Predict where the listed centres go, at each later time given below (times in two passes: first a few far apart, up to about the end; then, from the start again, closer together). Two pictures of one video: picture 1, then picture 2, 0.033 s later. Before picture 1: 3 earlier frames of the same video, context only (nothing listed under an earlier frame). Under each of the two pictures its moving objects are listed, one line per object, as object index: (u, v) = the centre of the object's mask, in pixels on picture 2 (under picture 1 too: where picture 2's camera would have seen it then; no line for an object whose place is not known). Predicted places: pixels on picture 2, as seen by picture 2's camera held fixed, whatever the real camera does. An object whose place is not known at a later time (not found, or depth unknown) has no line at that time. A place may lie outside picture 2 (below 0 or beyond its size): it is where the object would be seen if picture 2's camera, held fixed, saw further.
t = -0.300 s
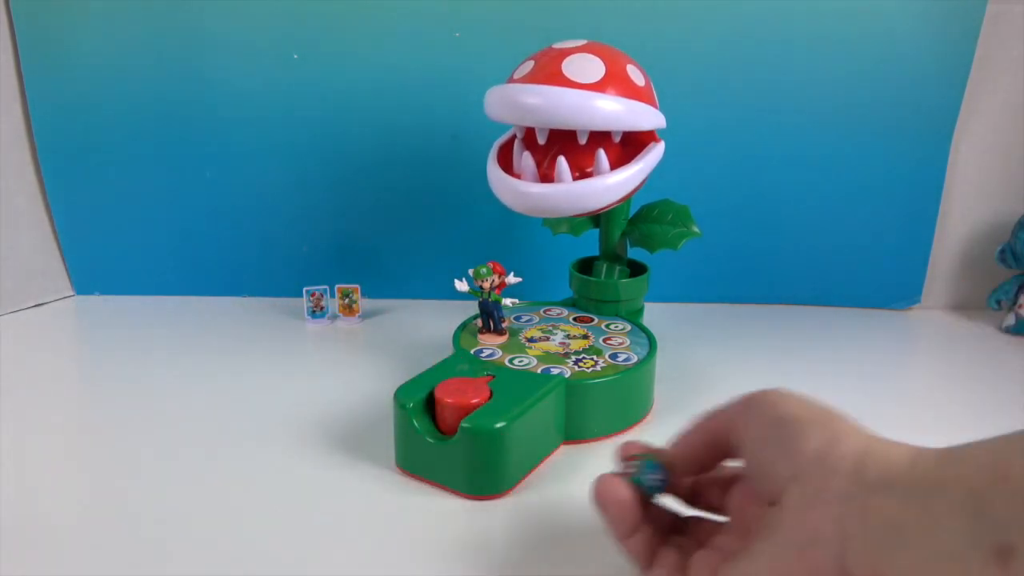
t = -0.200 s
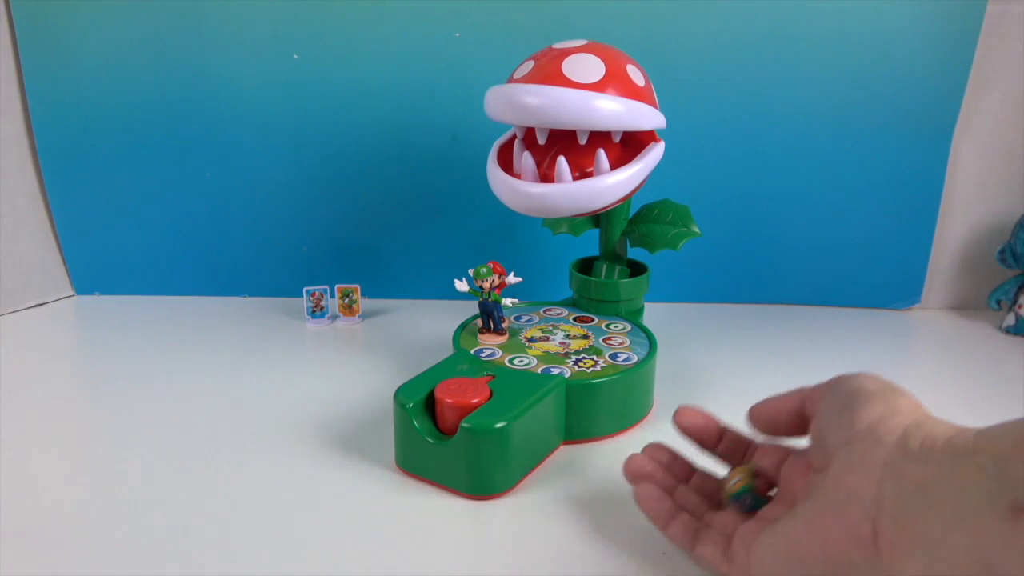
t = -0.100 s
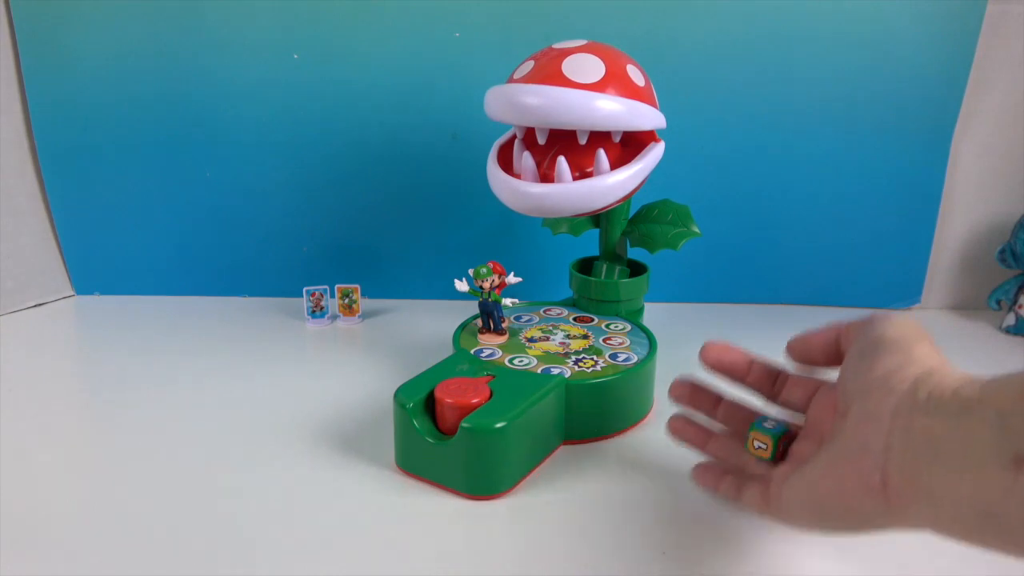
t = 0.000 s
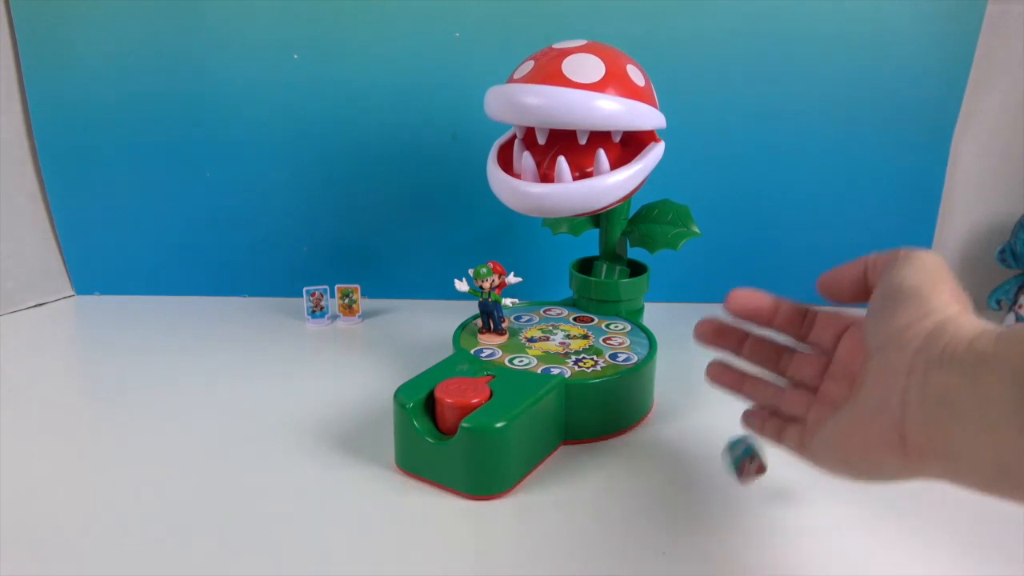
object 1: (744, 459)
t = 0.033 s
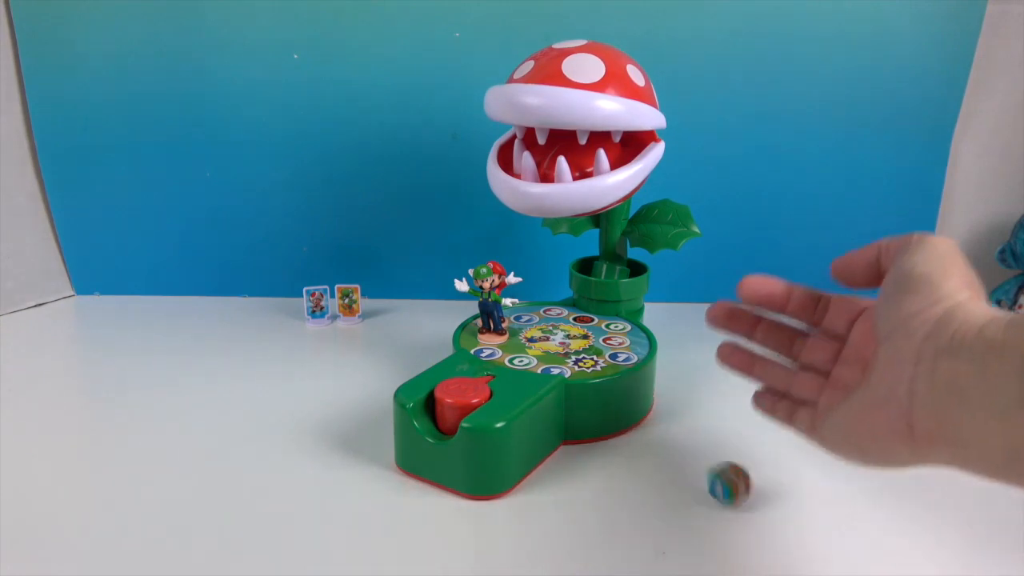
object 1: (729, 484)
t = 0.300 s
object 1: (631, 457)
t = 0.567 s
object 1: (572, 449)
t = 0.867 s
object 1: (571, 452)
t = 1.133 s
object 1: (571, 452)
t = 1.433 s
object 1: (571, 451)
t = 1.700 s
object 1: (571, 451)
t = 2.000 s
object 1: (572, 451)
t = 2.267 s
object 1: (571, 451)
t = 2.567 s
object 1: (571, 451)
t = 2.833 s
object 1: (571, 451)
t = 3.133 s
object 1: (571, 451)
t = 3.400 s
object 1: (571, 451)
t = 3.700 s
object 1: (572, 451)
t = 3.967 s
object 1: (572, 451)
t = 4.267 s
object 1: (571, 451)
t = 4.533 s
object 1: (572, 451)
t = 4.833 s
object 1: (572, 451)
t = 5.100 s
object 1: (573, 452)
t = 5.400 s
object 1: (572, 451)
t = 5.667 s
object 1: (572, 451)
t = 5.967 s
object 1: (572, 451)
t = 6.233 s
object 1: (572, 451)
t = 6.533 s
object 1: (572, 451)
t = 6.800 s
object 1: (572, 452)
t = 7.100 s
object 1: (572, 451)
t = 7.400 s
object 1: (572, 451)
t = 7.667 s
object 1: (572, 451)
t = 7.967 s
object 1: (572, 451)
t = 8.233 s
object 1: (572, 451)
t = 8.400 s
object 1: (572, 451)
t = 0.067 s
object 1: (716, 468)
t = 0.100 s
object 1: (701, 470)
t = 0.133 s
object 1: (686, 475)
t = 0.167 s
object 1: (674, 468)
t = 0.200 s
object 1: (663, 459)
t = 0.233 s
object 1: (652, 456)
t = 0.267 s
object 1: (642, 457)
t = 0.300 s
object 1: (631, 457)
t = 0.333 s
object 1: (622, 455)
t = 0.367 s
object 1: (613, 451)
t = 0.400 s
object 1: (604, 449)
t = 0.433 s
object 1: (594, 450)
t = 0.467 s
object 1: (587, 449)
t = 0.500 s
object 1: (580, 448)
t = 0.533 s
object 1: (575, 449)
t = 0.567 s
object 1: (572, 449)
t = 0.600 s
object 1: (570, 449)
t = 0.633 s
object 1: (570, 451)
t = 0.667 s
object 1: (571, 451)
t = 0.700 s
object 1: (572, 452)
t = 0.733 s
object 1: (572, 452)
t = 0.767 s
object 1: (571, 451)
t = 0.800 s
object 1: (571, 452)
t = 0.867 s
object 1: (571, 452)
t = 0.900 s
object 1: (571, 452)
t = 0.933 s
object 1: (572, 452)
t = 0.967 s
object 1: (571, 451)
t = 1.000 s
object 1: (571, 451)
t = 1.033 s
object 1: (571, 452)
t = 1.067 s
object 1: (571, 452)
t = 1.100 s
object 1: (571, 451)
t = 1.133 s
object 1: (571, 452)
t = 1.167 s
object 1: (571, 452)
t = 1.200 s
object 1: (571, 452)
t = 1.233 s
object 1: (571, 452)
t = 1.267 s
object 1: (571, 452)
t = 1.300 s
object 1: (571, 452)
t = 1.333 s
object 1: (571, 452)
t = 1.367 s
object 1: (571, 451)
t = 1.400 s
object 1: (571, 451)
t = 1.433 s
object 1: (571, 451)
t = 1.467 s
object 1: (571, 451)
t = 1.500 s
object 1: (572, 451)
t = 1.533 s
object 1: (572, 451)
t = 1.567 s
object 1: (571, 452)
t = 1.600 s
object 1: (571, 452)
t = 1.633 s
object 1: (571, 452)
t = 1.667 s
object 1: (571, 451)
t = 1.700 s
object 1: (571, 451)
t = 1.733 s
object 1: (571, 452)
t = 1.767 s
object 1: (571, 451)
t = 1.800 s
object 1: (571, 451)
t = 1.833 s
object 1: (571, 451)
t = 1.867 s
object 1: (571, 451)
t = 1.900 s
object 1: (571, 451)
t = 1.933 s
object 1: (571, 451)
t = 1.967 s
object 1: (571, 451)
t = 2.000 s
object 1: (572, 451)
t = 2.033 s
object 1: (571, 451)
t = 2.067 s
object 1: (571, 451)
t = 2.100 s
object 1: (571, 451)
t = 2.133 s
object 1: (571, 451)
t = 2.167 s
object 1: (571, 451)
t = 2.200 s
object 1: (571, 451)
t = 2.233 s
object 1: (571, 451)
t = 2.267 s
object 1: (571, 451)
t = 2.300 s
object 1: (571, 451)
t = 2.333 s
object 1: (571, 451)
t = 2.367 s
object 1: (571, 451)
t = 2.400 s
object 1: (571, 451)
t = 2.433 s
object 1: (571, 451)
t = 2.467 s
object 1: (571, 451)
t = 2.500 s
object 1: (571, 451)
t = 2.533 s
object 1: (571, 451)
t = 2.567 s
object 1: (571, 451)
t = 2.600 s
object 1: (571, 451)
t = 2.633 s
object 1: (571, 451)
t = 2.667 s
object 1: (571, 451)
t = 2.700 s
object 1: (571, 451)
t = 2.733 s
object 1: (571, 451)
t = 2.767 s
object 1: (571, 451)
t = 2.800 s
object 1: (571, 451)
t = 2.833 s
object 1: (571, 451)
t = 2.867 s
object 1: (571, 451)
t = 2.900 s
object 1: (571, 451)
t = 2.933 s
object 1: (572, 451)
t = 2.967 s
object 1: (572, 451)
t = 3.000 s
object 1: (571, 451)
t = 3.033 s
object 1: (571, 451)
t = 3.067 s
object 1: (571, 451)
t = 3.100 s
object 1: (571, 451)
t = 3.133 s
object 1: (571, 451)
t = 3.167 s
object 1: (571, 451)
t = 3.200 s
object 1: (571, 451)
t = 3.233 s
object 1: (571, 451)
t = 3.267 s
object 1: (572, 451)
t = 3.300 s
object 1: (571, 451)
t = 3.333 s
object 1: (572, 451)
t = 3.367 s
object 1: (571, 451)
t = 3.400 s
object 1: (571, 451)
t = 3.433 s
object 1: (572, 451)
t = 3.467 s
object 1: (572, 451)
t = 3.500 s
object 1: (572, 451)
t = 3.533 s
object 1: (571, 451)
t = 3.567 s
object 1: (572, 451)
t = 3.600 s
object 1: (571, 451)
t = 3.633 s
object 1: (571, 451)
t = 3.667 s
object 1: (572, 451)
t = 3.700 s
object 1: (572, 451)
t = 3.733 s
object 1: (572, 451)
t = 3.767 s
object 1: (571, 451)
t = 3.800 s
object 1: (571, 451)
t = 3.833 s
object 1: (571, 451)
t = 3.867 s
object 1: (571, 451)
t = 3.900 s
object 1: (572, 451)
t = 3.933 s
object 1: (571, 451)
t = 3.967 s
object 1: (572, 451)
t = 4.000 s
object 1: (571, 451)
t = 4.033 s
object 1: (571, 451)
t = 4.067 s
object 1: (571, 451)
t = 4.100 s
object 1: (571, 451)
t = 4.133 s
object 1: (571, 451)
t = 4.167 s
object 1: (572, 451)
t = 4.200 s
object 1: (572, 451)
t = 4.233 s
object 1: (572, 451)
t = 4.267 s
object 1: (571, 451)
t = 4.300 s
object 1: (571, 451)
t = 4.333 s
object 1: (571, 451)
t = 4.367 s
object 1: (571, 451)
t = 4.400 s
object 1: (571, 451)
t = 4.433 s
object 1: (571, 451)
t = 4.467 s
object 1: (571, 451)
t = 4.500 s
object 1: (571, 451)
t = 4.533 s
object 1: (572, 451)
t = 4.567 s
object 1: (571, 451)
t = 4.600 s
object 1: (571, 451)
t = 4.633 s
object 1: (571, 451)
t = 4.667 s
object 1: (571, 451)
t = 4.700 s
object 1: (571, 451)
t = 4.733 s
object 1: (571, 451)
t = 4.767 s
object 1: (571, 451)
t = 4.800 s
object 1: (572, 451)
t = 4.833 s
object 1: (572, 451)
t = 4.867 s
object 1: (571, 451)
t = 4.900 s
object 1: (572, 451)
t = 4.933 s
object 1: (572, 451)
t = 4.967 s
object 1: (572, 451)
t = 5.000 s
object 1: (572, 451)
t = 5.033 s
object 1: (574, 451)
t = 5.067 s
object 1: (574, 452)
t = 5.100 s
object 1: (573, 452)
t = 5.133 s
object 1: (572, 452)
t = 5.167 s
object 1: (572, 451)
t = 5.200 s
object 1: (572, 451)
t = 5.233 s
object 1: (572, 451)
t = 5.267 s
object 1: (572, 451)
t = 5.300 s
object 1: (572, 451)
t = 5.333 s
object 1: (572, 451)
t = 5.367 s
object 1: (572, 451)
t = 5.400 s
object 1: (572, 451)
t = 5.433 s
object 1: (572, 451)
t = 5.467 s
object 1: (572, 451)
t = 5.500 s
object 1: (572, 451)
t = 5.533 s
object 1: (572, 451)
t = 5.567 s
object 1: (572, 451)
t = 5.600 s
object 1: (572, 451)
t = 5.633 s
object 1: (572, 451)
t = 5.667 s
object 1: (572, 451)
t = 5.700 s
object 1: (572, 451)
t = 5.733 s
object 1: (572, 451)
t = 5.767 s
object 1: (572, 451)
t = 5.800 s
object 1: (572, 451)
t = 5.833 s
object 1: (572, 451)
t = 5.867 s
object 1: (572, 451)
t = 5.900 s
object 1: (572, 451)
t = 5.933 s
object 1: (572, 451)
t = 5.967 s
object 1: (572, 451)
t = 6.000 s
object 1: (572, 451)
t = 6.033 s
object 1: (572, 451)
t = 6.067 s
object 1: (572, 451)
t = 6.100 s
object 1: (572, 451)
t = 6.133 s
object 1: (572, 451)
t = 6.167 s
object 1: (572, 452)
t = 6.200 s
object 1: (572, 452)
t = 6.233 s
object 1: (572, 451)
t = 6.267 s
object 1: (572, 451)
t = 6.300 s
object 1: (572, 451)
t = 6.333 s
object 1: (573, 452)
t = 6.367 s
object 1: (573, 452)
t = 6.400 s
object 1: (572, 452)
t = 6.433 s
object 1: (573, 452)
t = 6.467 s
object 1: (573, 451)
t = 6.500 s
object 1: (572, 451)
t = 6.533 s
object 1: (572, 451)
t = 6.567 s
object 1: (572, 451)
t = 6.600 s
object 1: (572, 451)
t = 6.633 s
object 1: (572, 451)
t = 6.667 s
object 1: (572, 451)
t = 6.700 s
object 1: (572, 451)
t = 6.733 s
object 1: (572, 452)
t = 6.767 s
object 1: (572, 452)
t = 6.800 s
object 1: (572, 452)
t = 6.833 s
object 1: (572, 452)
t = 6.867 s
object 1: (572, 451)
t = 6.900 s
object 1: (572, 452)
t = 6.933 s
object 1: (572, 452)
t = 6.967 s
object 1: (572, 452)
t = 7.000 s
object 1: (572, 452)
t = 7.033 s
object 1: (572, 451)
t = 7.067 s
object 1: (572, 451)
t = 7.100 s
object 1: (572, 451)
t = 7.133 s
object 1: (572, 452)
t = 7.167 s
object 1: (572, 451)
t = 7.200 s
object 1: (572, 451)
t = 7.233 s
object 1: (572, 451)
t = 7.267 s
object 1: (572, 451)
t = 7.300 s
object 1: (572, 451)
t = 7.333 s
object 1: (572, 451)
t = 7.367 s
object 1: (572, 451)
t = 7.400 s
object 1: (572, 451)
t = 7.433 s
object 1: (572, 451)
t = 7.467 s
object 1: (572, 451)
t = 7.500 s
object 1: (572, 451)
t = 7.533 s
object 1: (572, 451)
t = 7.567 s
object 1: (572, 451)
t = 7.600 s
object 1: (572, 451)
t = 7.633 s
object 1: (572, 451)
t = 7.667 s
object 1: (572, 451)
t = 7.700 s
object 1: (572, 451)
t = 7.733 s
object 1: (572, 451)
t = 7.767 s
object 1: (572, 451)
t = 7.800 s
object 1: (572, 451)
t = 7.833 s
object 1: (572, 451)
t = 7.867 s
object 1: (572, 451)
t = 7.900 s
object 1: (572, 451)
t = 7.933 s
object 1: (572, 451)
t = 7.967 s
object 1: (572, 451)
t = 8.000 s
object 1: (572, 451)
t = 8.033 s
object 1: (572, 451)
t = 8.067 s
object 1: (572, 451)
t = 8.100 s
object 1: (572, 451)
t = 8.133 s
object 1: (572, 451)
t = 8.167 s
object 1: (572, 451)
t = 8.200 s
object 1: (572, 451)
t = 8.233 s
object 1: (572, 451)
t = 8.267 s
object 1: (572, 451)
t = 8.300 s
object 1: (572, 451)
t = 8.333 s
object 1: (572, 451)
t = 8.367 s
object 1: (572, 451)
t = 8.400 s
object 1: (572, 451)
